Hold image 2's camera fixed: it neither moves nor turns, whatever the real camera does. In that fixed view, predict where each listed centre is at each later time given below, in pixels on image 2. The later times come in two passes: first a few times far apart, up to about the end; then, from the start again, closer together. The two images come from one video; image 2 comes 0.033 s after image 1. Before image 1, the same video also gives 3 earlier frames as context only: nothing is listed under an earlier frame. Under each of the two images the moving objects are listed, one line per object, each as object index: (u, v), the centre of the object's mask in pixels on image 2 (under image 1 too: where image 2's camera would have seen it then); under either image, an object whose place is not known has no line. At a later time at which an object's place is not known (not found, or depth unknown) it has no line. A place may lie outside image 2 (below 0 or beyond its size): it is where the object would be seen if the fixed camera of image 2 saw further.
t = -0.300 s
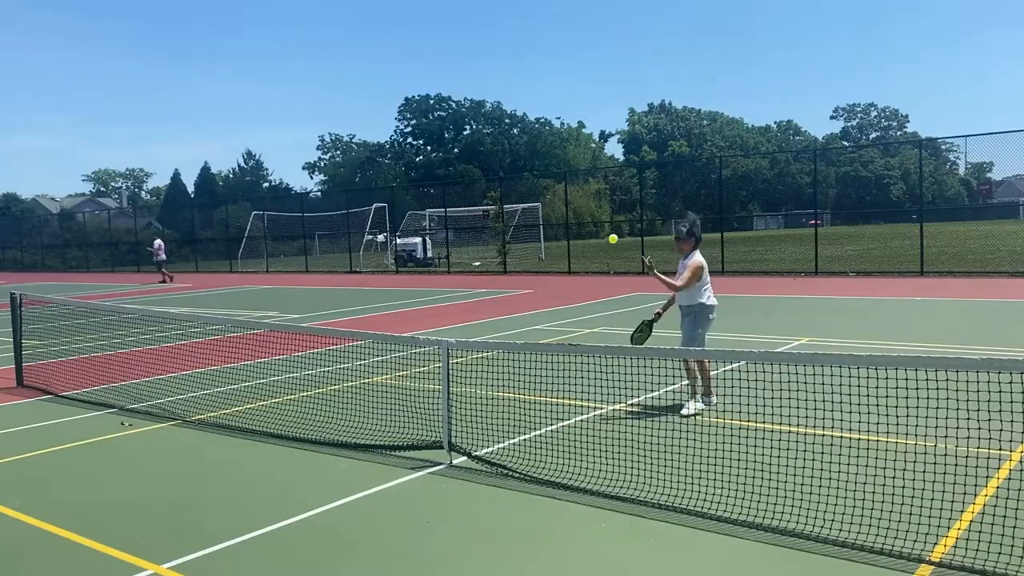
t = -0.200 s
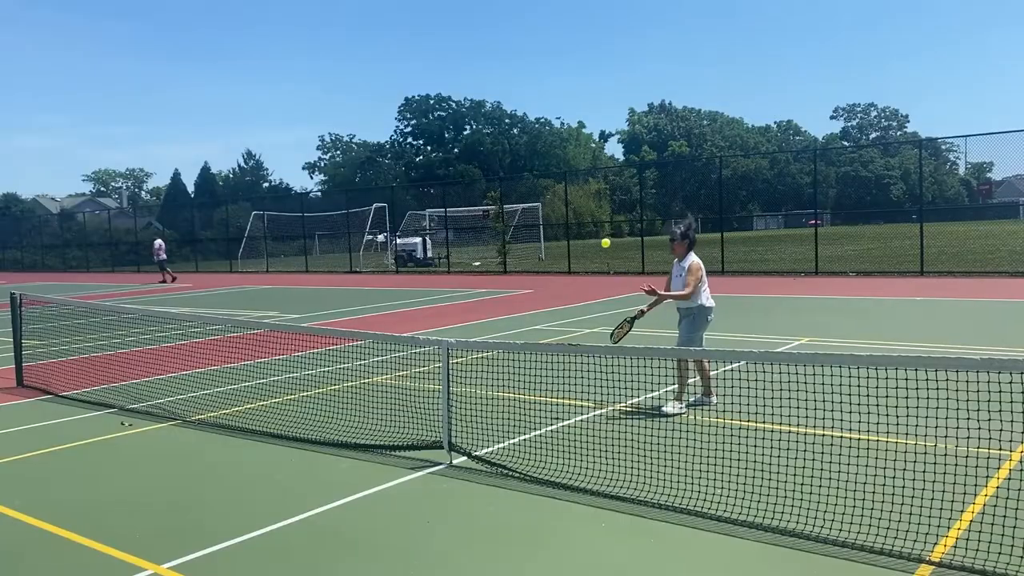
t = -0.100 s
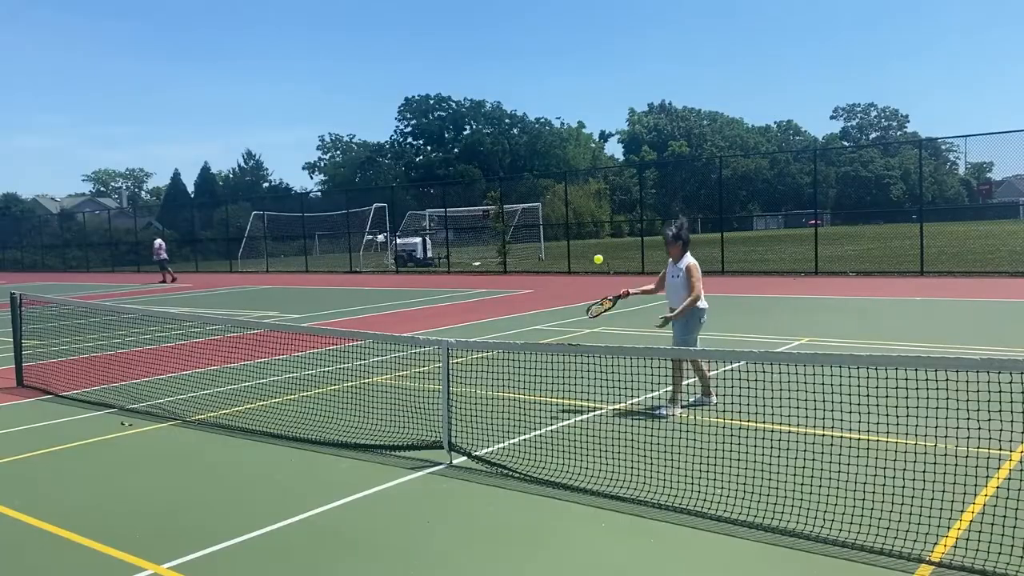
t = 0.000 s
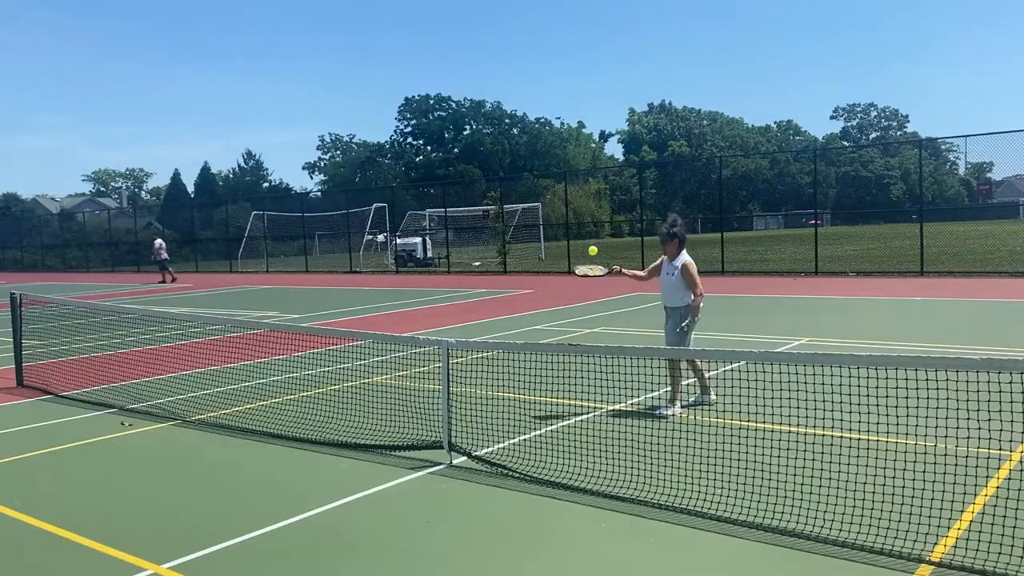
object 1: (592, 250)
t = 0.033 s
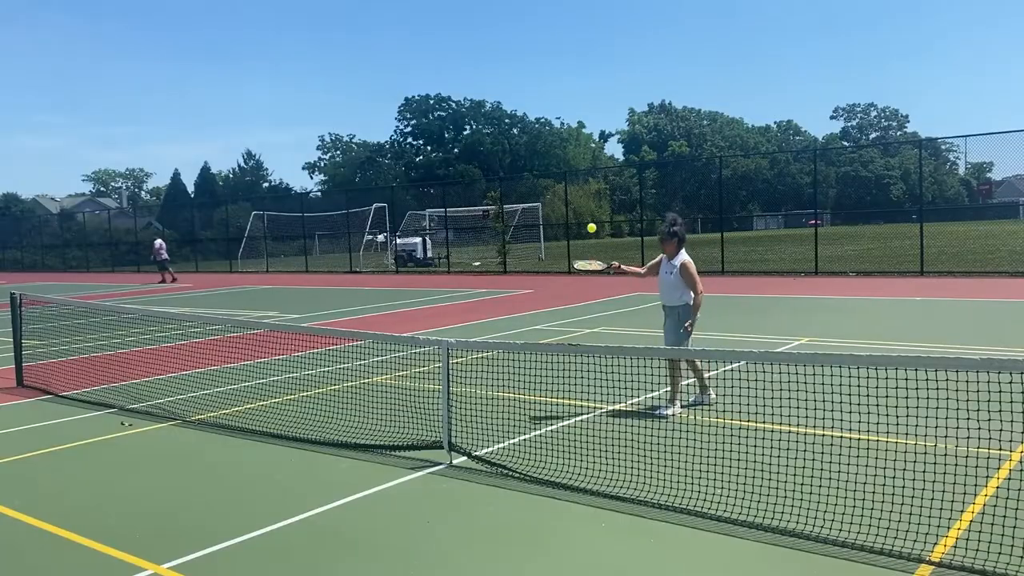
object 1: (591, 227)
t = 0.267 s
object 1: (582, 93)
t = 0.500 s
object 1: (568, 16)
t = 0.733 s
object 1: (553, 19)
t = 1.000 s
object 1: (531, 157)
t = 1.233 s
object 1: (510, 423)
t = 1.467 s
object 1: (482, 500)
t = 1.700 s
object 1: (449, 416)
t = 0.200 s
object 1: (584, 127)
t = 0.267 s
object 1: (582, 93)
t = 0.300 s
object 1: (580, 78)
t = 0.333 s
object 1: (578, 65)
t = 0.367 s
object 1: (576, 52)
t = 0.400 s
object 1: (574, 41)
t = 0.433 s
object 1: (572, 31)
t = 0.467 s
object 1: (570, 23)
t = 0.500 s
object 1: (568, 16)
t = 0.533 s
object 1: (566, 11)
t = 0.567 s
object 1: (564, 8)
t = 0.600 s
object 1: (562, 6)
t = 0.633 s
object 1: (560, 6)
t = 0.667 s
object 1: (557, 9)
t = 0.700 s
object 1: (555, 13)
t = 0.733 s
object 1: (553, 19)
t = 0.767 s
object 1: (550, 28)
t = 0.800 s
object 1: (548, 39)
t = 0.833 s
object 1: (545, 52)
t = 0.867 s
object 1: (543, 68)
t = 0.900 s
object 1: (540, 86)
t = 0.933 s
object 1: (537, 107)
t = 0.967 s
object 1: (534, 131)
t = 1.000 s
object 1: (531, 157)
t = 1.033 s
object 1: (528, 186)
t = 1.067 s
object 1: (525, 218)
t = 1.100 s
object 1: (522, 252)
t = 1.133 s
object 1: (519, 290)
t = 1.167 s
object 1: (516, 331)
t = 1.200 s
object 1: (513, 375)
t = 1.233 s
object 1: (510, 423)
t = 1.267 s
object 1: (506, 474)
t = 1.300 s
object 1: (503, 529)
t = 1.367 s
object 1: (495, 570)
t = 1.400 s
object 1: (491, 546)
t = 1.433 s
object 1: (486, 522)
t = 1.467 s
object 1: (482, 500)
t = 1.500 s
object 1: (477, 481)
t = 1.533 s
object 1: (473, 464)
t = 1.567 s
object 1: (468, 449)
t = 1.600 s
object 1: (463, 437)
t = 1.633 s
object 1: (458, 427)
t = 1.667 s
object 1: (453, 421)
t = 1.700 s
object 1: (449, 416)
